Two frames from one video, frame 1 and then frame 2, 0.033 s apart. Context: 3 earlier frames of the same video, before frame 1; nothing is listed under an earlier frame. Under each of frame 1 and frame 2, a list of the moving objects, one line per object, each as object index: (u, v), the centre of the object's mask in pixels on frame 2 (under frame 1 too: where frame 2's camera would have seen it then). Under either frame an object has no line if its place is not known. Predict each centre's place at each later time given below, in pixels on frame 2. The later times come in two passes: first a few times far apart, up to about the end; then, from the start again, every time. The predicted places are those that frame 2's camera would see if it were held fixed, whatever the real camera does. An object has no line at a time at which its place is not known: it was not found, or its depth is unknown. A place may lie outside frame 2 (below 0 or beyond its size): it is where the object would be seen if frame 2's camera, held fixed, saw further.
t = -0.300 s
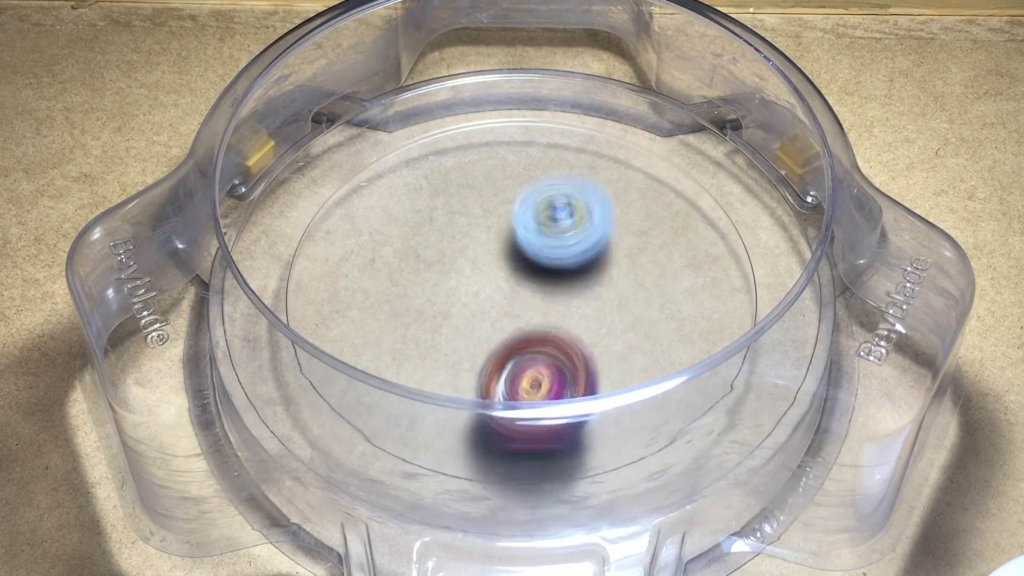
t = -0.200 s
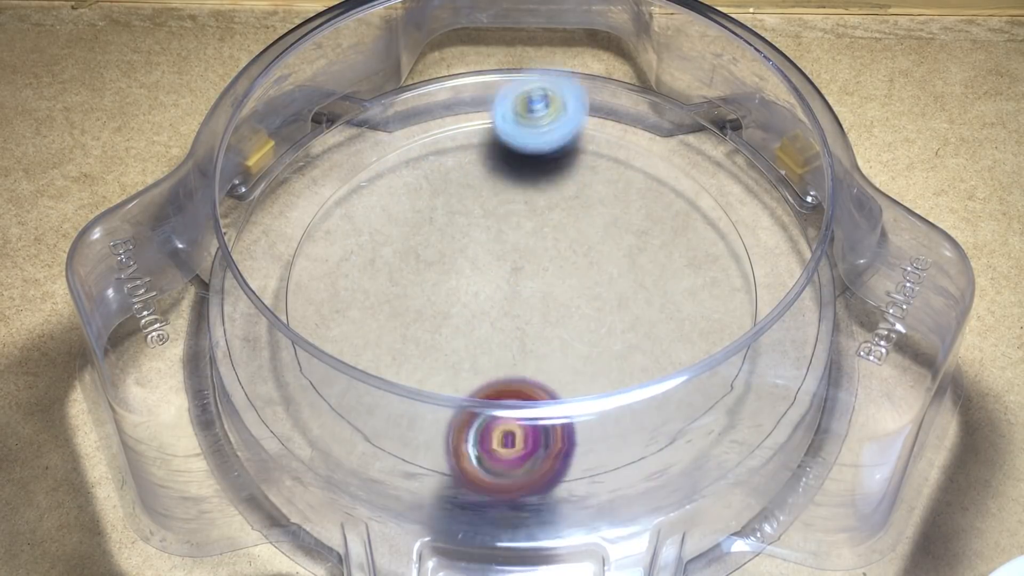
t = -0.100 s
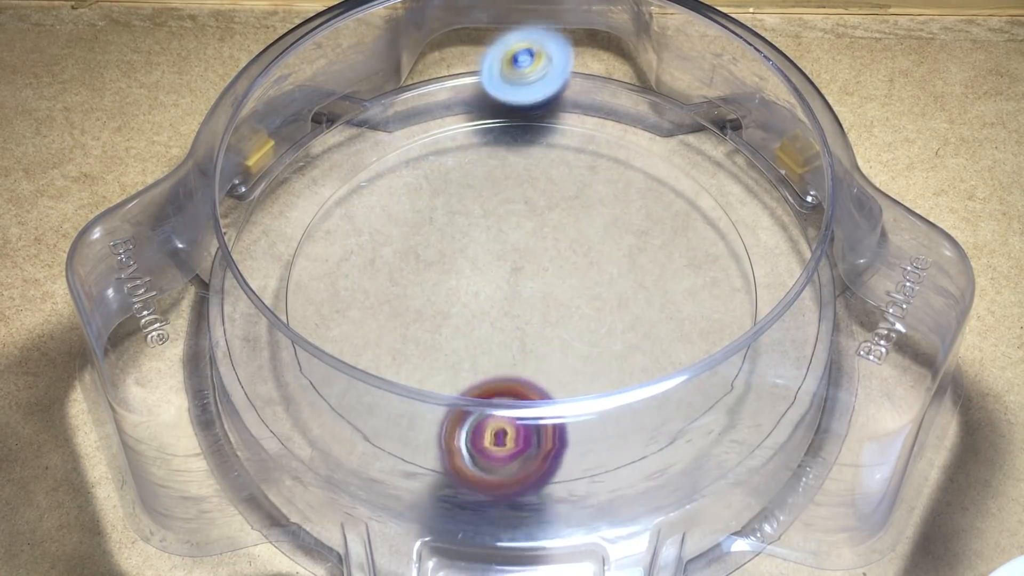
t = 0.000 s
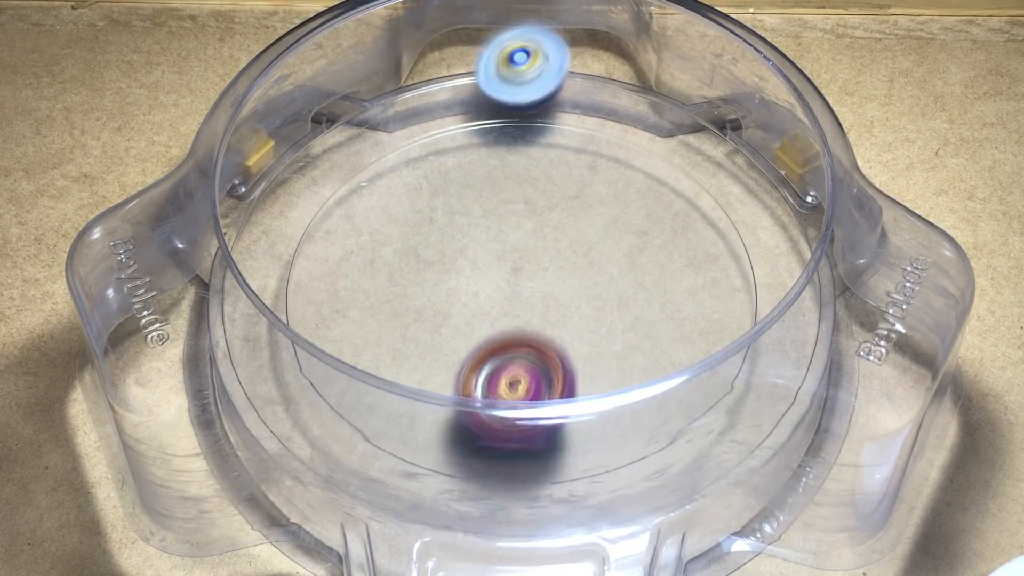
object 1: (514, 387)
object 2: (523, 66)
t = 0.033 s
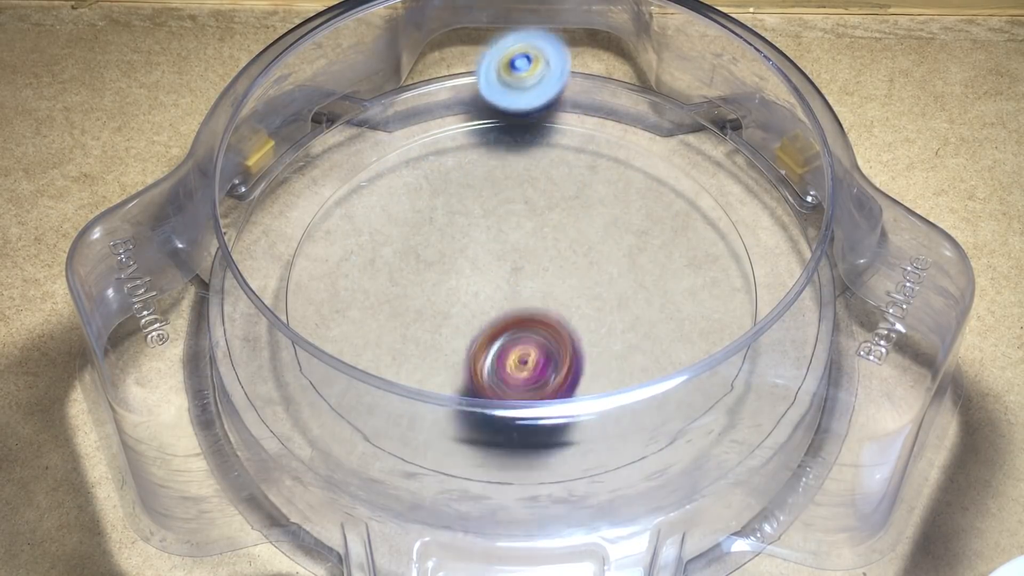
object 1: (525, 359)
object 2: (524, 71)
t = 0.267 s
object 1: (605, 266)
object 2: (524, 154)
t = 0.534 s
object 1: (652, 310)
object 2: (488, 174)
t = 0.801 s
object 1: (604, 304)
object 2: (485, 289)
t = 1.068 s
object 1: (576, 321)
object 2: (400, 303)
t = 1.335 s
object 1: (547, 342)
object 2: (404, 232)
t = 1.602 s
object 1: (670, 340)
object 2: (384, 138)
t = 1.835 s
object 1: (661, 271)
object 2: (409, 225)
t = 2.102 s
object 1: (768, 311)
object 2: (440, 280)
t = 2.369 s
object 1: (762, 415)
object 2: (311, 176)
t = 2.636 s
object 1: (550, 350)
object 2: (572, 133)
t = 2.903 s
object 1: (465, 325)
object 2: (560, 53)
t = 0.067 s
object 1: (533, 344)
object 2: (525, 79)
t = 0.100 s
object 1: (545, 316)
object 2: (528, 92)
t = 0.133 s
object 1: (555, 293)
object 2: (531, 111)
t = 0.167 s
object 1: (564, 269)
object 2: (534, 131)
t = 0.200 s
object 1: (571, 249)
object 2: (539, 157)
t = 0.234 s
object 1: (585, 251)
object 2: (535, 162)
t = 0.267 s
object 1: (605, 266)
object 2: (524, 154)
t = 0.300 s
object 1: (623, 281)
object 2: (515, 147)
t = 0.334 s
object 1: (634, 293)
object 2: (507, 142)
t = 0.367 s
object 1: (642, 301)
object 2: (501, 141)
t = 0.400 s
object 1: (648, 307)
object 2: (496, 142)
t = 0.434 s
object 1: (651, 309)
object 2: (493, 147)
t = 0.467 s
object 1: (653, 310)
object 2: (490, 155)
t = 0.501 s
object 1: (653, 310)
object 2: (489, 163)
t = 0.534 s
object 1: (652, 310)
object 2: (488, 174)
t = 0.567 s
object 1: (649, 309)
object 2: (488, 186)
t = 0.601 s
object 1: (645, 308)
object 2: (488, 200)
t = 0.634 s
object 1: (639, 307)
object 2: (489, 214)
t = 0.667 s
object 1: (633, 306)
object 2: (489, 230)
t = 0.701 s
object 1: (625, 304)
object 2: (490, 246)
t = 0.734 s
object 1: (618, 304)
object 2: (491, 261)
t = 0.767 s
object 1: (609, 303)
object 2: (490, 275)
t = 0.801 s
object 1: (604, 304)
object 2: (485, 289)
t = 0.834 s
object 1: (606, 305)
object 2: (469, 297)
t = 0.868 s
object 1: (606, 306)
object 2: (454, 301)
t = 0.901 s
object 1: (604, 308)
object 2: (440, 308)
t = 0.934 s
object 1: (601, 311)
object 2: (429, 306)
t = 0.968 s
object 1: (596, 315)
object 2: (419, 311)
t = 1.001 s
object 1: (590, 317)
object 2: (410, 310)
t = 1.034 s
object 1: (583, 320)
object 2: (405, 309)
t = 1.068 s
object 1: (576, 321)
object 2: (400, 303)
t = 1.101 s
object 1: (569, 322)
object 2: (399, 301)
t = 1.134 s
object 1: (562, 322)
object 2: (398, 296)
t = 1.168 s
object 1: (553, 322)
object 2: (401, 290)
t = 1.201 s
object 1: (545, 323)
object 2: (405, 284)
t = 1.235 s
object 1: (535, 324)
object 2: (411, 278)
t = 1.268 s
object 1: (526, 325)
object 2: (419, 272)
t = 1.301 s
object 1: (518, 325)
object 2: (428, 265)
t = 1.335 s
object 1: (547, 342)
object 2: (404, 232)
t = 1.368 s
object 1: (585, 359)
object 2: (376, 198)
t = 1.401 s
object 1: (611, 365)
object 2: (352, 170)
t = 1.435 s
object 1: (645, 384)
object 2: (348, 146)
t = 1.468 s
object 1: (667, 392)
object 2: (352, 138)
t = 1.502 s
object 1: (679, 389)
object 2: (359, 132)
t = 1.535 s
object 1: (686, 381)
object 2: (366, 130)
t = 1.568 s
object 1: (682, 360)
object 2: (374, 131)
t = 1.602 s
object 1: (670, 340)
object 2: (384, 138)
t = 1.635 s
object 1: (665, 330)
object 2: (399, 148)
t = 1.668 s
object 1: (652, 317)
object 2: (416, 162)
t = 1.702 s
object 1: (637, 302)
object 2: (434, 179)
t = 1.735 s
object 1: (621, 289)
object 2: (452, 196)
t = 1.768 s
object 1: (603, 276)
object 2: (470, 215)
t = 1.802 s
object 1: (592, 269)
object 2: (478, 234)
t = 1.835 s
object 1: (661, 271)
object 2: (409, 225)
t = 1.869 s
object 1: (730, 277)
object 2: (339, 209)
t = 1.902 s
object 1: (770, 267)
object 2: (287, 191)
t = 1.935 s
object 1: (805, 266)
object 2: (268, 184)
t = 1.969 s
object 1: (824, 281)
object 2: (282, 199)
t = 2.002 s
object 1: (822, 293)
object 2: (301, 230)
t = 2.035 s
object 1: (812, 302)
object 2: (341, 246)
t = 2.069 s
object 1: (792, 308)
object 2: (386, 271)
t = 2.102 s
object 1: (768, 311)
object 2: (440, 280)
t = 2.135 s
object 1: (744, 312)
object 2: (495, 293)
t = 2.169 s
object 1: (709, 312)
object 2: (549, 293)
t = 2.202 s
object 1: (694, 313)
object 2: (581, 307)
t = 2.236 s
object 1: (793, 298)
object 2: (494, 277)
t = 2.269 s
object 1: (889, 279)
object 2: (392, 250)
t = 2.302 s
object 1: (885, 311)
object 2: (299, 202)
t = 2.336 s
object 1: (812, 379)
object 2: (277, 173)
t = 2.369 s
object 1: (762, 415)
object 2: (311, 176)
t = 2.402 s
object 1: (722, 420)
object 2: (350, 197)
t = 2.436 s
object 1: (687, 391)
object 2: (390, 207)
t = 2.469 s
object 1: (651, 369)
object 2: (434, 221)
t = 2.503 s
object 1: (614, 343)
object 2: (481, 236)
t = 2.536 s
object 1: (581, 319)
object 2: (523, 242)
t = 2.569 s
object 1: (571, 329)
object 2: (547, 202)
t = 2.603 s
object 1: (560, 336)
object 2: (560, 168)
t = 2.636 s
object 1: (550, 350)
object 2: (572, 133)
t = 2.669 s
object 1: (535, 355)
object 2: (580, 88)
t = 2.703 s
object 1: (522, 357)
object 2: (586, 58)
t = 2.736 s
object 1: (504, 357)
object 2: (590, 44)
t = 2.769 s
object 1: (491, 354)
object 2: (591, 36)
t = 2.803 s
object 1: (476, 348)
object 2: (591, 34)
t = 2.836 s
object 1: (470, 341)
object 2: (585, 35)
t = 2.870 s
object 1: (466, 334)
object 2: (574, 50)
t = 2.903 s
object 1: (465, 325)
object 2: (560, 53)
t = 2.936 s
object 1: (467, 319)
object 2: (547, 51)
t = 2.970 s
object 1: (469, 314)
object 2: (534, 54)
